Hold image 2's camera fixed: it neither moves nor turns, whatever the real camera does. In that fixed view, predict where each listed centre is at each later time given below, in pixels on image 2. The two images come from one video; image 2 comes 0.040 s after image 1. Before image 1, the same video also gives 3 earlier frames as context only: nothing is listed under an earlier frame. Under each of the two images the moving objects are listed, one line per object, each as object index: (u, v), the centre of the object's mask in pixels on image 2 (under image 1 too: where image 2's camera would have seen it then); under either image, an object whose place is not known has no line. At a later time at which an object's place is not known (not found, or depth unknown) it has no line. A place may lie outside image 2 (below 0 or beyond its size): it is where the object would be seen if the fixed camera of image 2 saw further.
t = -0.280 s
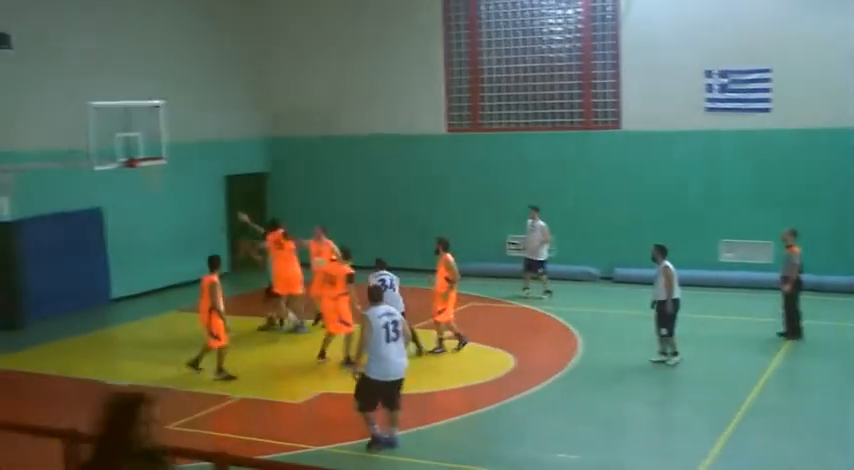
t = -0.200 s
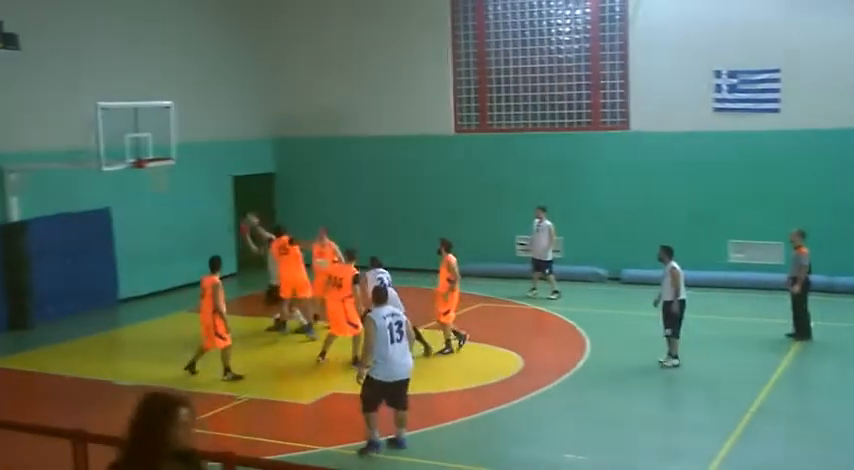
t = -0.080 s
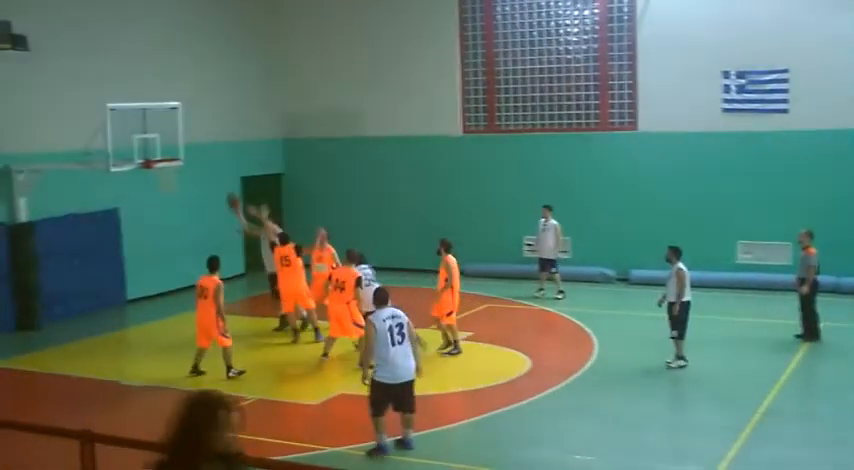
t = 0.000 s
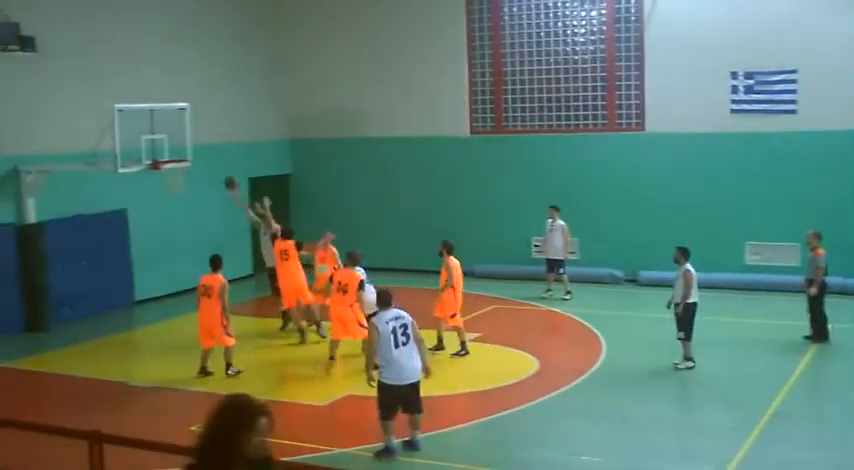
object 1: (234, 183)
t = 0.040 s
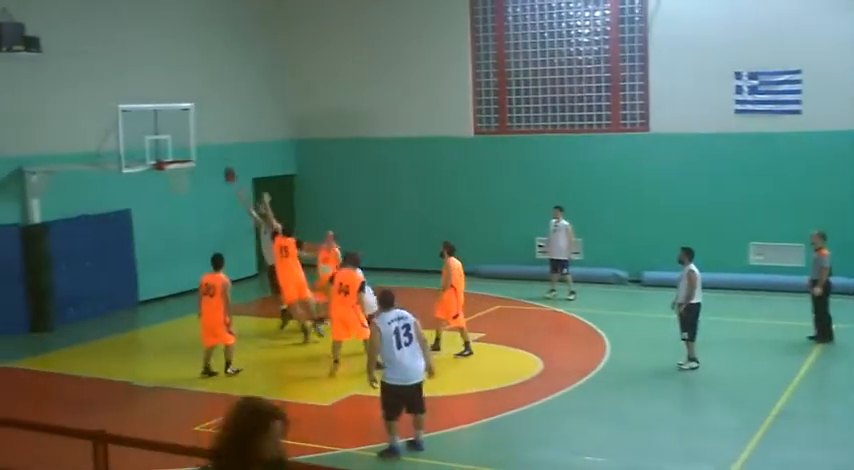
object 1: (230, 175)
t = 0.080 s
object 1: (224, 166)
